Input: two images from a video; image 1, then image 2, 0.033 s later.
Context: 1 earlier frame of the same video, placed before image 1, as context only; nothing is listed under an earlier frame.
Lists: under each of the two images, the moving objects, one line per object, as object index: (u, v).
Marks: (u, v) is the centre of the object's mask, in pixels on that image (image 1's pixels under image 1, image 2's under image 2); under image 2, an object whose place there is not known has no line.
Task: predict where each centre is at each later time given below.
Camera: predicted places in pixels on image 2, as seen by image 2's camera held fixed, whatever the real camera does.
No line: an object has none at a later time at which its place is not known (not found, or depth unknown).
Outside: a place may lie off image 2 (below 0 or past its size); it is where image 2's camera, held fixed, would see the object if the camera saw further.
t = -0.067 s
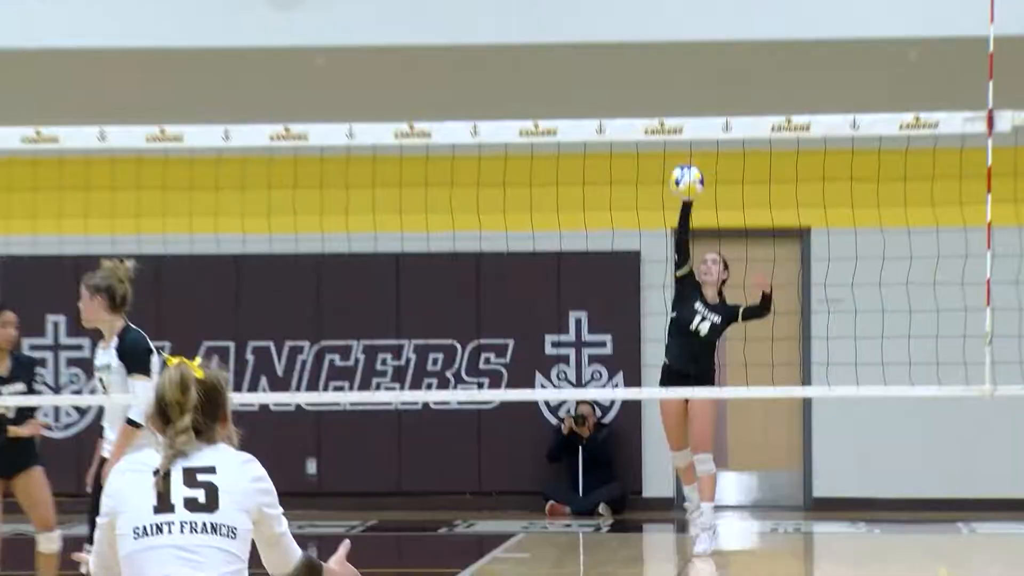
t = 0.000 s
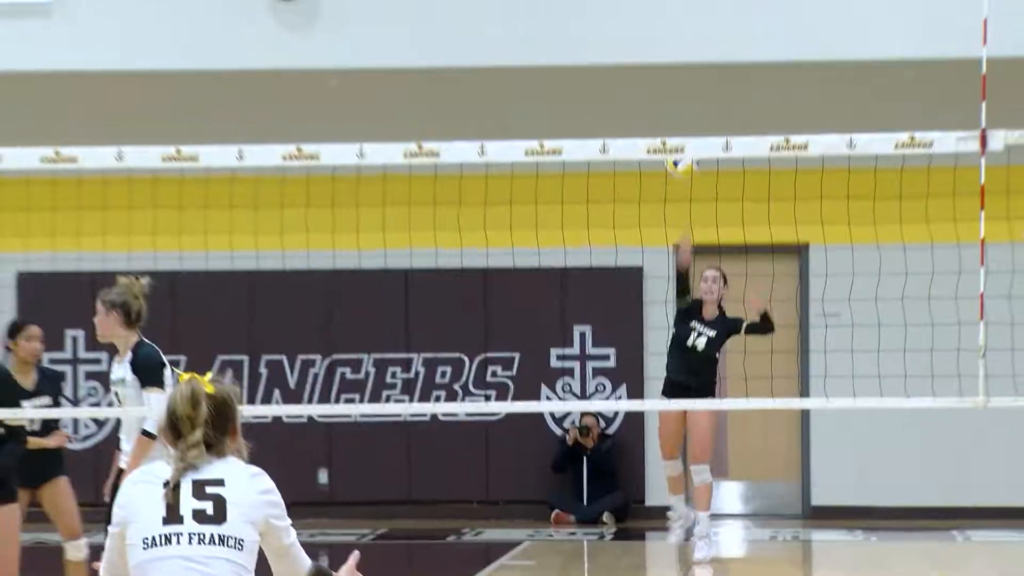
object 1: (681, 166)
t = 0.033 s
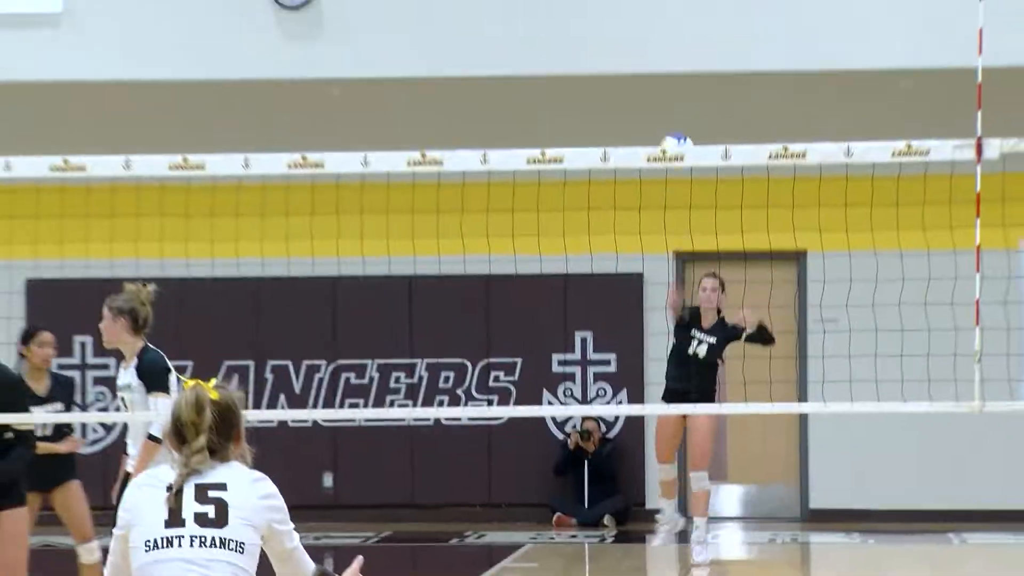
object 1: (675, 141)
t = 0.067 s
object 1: (674, 131)
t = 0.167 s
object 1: (668, 82)
